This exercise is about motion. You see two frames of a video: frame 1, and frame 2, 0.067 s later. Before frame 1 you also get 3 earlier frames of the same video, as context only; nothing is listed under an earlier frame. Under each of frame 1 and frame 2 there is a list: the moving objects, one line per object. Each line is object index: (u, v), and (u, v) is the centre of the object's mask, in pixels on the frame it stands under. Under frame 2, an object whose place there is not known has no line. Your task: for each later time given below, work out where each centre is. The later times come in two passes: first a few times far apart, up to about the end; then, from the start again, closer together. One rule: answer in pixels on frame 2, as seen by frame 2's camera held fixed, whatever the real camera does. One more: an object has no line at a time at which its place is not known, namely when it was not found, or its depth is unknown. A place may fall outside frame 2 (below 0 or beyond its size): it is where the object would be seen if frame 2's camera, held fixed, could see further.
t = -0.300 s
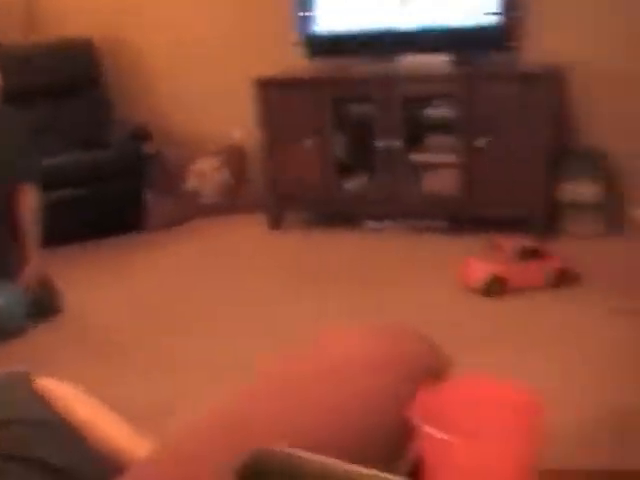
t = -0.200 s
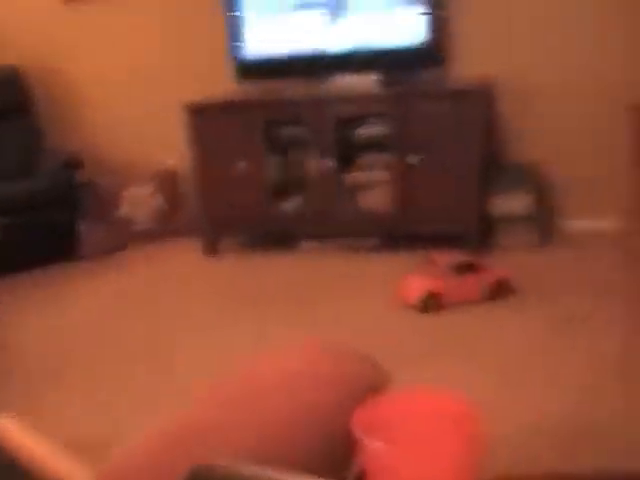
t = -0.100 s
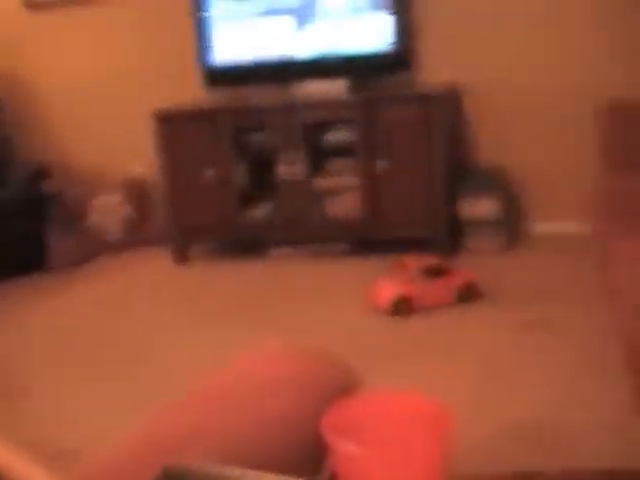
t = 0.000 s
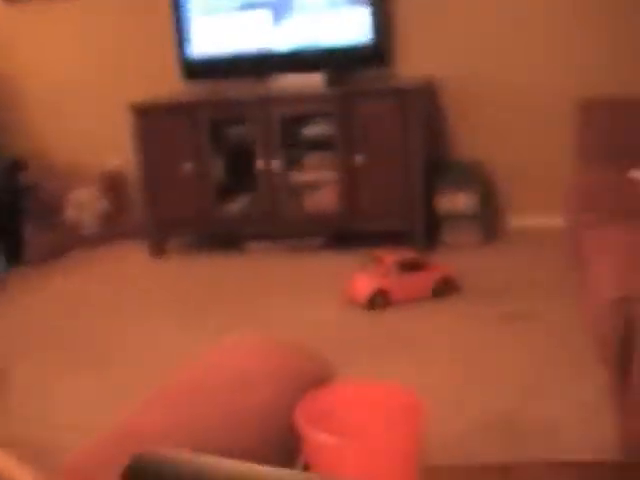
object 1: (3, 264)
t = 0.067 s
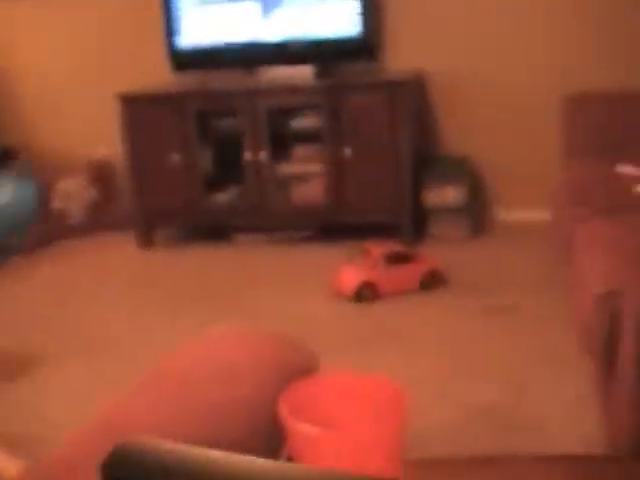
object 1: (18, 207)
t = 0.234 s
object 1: (148, 120)
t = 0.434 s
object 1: (373, 130)
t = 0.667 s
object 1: (462, 285)
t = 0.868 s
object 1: (299, 337)
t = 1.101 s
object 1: (126, 315)
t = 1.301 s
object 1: (22, 382)
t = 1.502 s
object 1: (-86, 339)
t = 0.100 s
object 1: (35, 180)
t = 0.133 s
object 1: (55, 161)
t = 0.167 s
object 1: (86, 143)
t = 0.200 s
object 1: (115, 130)
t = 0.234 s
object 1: (148, 120)
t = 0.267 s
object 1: (180, 112)
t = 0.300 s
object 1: (219, 111)
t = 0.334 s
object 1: (257, 108)
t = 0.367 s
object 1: (297, 111)
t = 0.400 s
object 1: (335, 118)
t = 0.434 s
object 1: (373, 130)
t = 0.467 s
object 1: (415, 148)
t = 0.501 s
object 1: (454, 176)
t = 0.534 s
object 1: (495, 202)
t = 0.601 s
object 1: (528, 257)
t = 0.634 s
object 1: (496, 269)
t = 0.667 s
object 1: (462, 285)
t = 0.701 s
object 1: (431, 303)
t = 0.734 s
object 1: (399, 324)
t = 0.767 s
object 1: (370, 344)
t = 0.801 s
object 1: (344, 354)
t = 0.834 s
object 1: (323, 352)
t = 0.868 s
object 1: (299, 337)
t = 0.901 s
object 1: (267, 318)
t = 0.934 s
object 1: (231, 309)
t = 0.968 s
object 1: (205, 305)
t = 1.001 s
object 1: (183, 306)
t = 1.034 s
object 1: (165, 309)
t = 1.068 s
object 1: (146, 312)
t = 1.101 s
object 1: (126, 315)
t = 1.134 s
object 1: (106, 322)
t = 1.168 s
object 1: (88, 332)
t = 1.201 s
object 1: (70, 346)
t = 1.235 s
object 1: (53, 364)
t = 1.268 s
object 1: (39, 385)
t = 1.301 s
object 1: (22, 382)
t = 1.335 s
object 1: (0, 365)
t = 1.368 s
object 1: (-19, 354)
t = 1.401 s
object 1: (-37, 345)
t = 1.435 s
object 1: (-53, 341)
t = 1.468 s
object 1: (-69, 339)
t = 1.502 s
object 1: (-86, 339)
